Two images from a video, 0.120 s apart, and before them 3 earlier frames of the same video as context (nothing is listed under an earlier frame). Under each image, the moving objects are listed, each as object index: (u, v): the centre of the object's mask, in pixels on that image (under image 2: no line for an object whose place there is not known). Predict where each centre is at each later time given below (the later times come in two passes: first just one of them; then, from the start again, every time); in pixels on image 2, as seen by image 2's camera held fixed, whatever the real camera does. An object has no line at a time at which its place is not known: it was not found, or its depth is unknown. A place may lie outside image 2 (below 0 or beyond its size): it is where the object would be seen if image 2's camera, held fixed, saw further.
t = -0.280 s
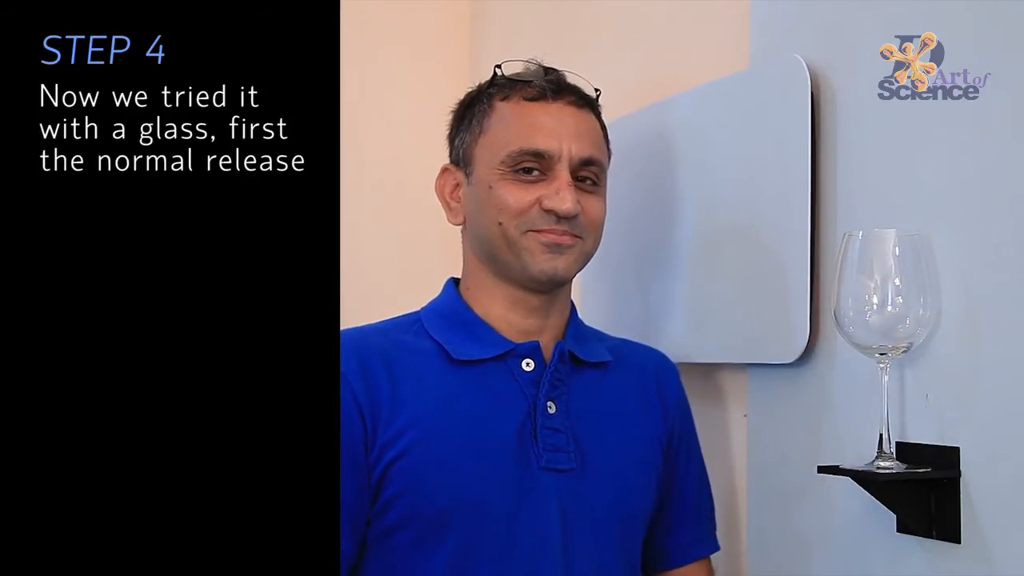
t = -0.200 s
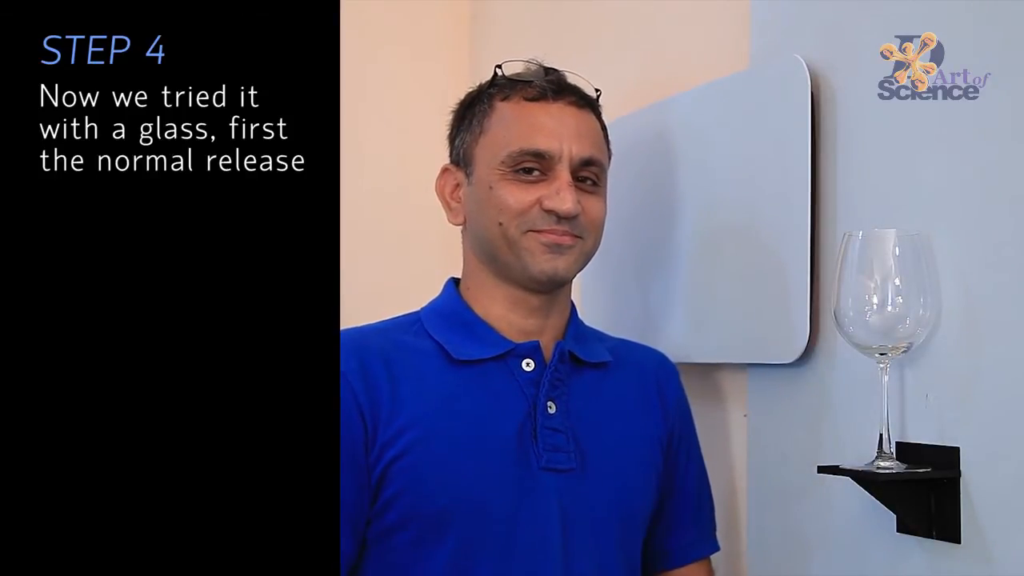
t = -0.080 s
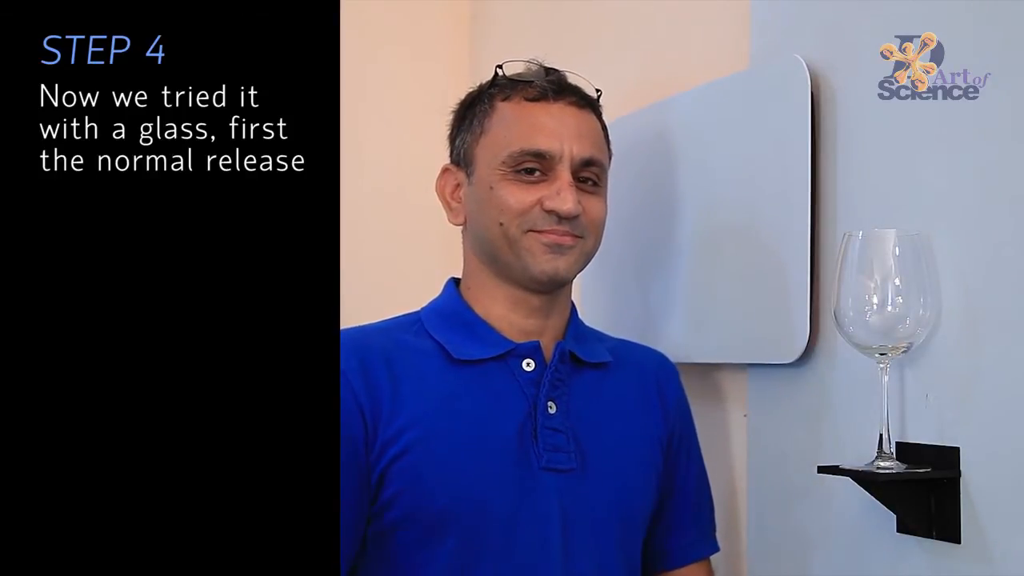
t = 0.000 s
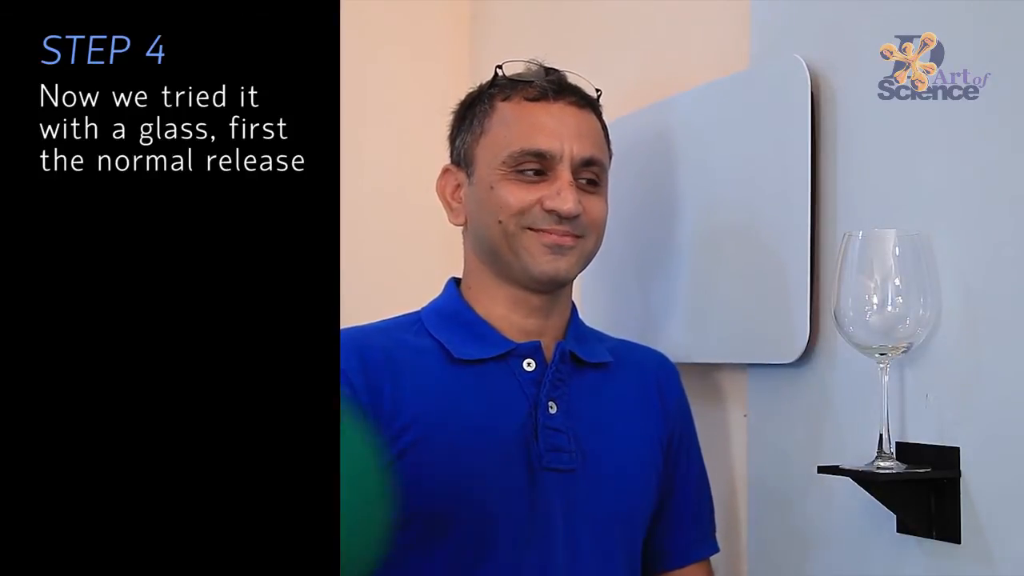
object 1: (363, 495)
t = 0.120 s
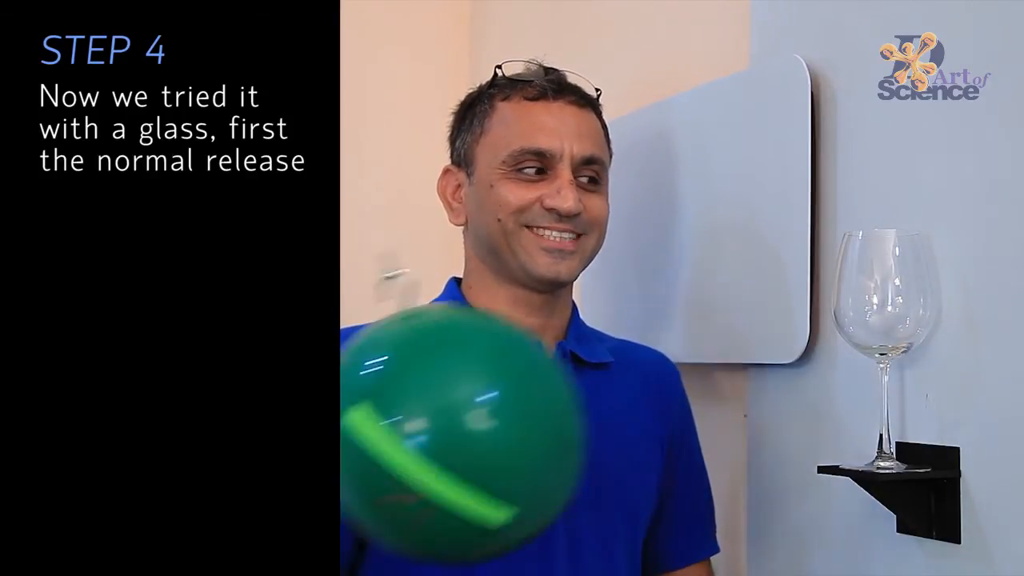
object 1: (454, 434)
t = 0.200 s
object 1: (545, 399)
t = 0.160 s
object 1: (500, 414)
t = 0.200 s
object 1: (545, 399)
